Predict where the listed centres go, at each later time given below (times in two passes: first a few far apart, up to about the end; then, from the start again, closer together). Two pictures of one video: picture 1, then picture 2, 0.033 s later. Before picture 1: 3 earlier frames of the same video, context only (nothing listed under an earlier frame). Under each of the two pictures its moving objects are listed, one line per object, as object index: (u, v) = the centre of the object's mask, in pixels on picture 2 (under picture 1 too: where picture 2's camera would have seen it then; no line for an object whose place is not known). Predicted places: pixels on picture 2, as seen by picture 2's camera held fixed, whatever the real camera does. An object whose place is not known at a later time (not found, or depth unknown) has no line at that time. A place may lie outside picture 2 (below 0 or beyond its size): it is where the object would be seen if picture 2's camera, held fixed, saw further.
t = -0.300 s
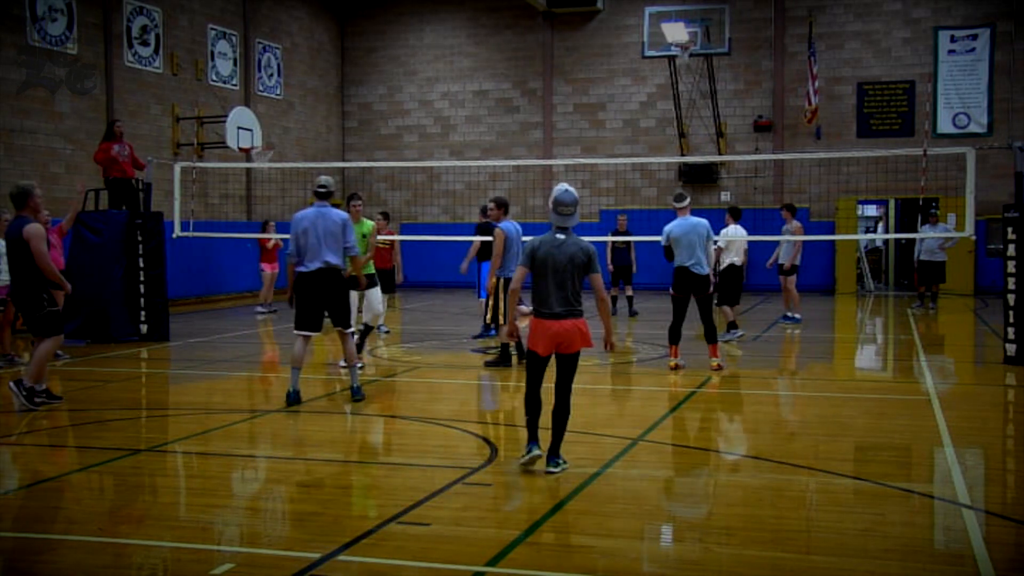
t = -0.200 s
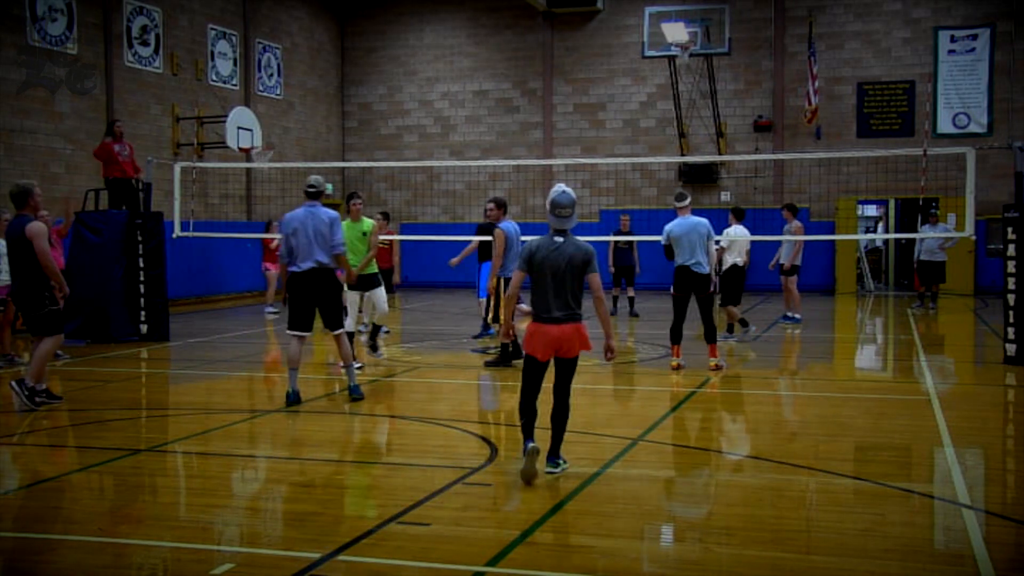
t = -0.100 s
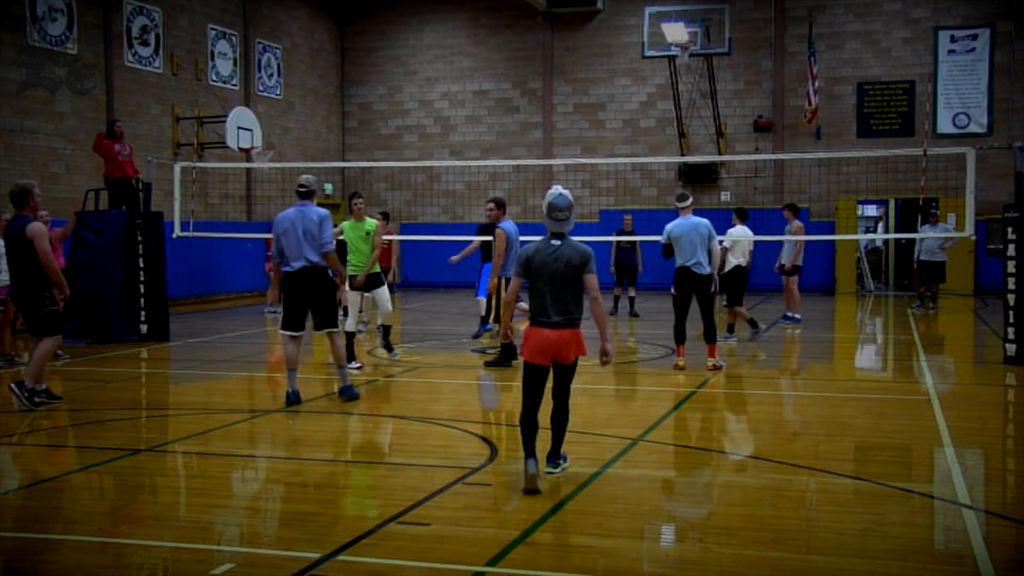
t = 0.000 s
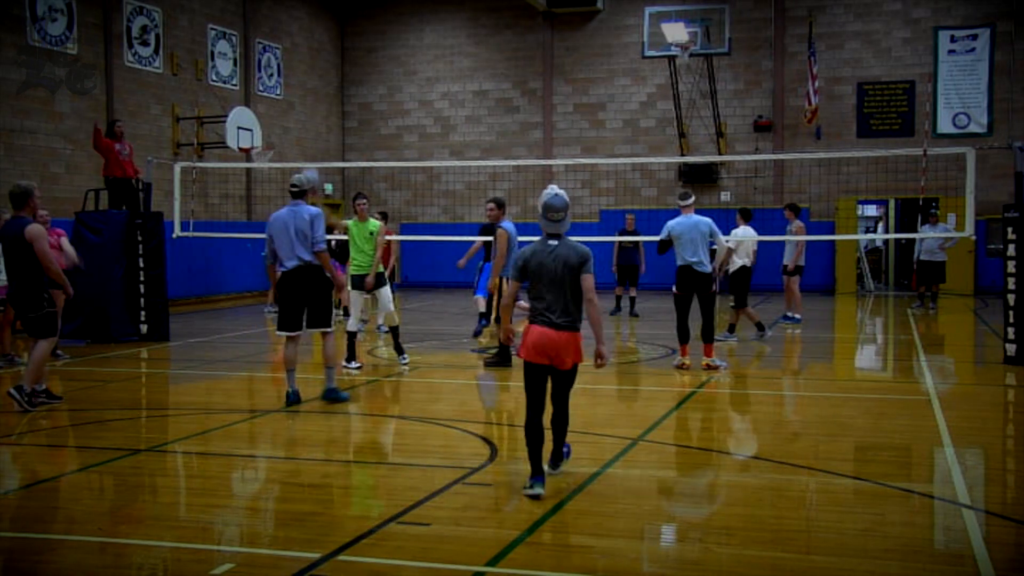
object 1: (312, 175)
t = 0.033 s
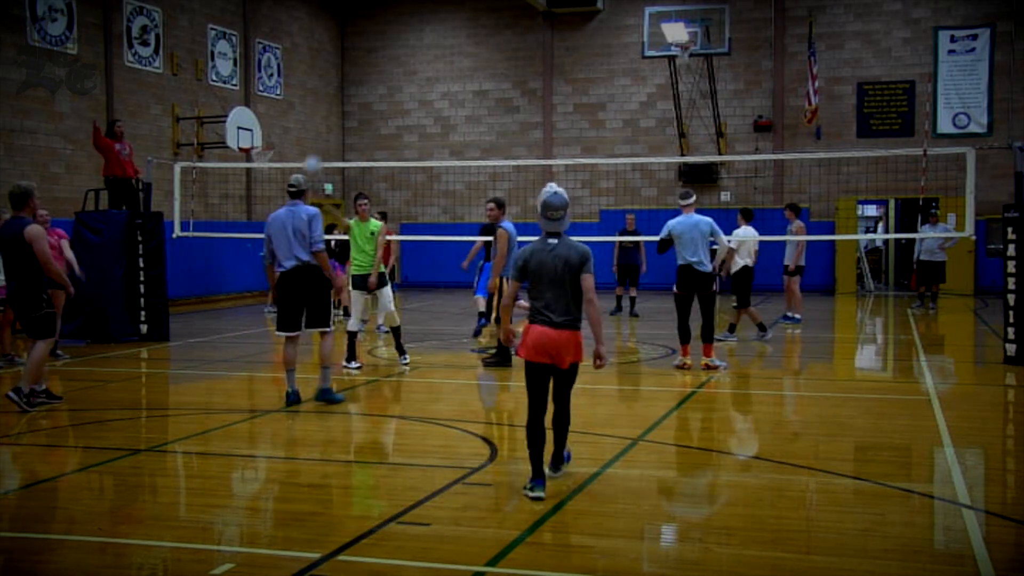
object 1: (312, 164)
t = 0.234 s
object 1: (327, 112)
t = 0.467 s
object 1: (351, 97)
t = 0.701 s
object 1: (384, 156)
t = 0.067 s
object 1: (315, 154)
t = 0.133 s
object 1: (320, 134)
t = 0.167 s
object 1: (323, 126)
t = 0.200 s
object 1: (325, 120)
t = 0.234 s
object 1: (327, 112)
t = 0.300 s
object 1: (334, 104)
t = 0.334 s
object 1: (337, 100)
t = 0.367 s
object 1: (340, 98)
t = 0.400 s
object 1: (344, 95)
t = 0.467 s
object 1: (351, 97)
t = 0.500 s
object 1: (354, 101)
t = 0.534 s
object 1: (359, 106)
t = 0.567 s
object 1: (363, 110)
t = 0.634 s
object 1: (374, 127)
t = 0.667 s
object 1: (379, 139)
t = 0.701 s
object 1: (384, 156)
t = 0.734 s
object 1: (391, 172)
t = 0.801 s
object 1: (403, 212)
